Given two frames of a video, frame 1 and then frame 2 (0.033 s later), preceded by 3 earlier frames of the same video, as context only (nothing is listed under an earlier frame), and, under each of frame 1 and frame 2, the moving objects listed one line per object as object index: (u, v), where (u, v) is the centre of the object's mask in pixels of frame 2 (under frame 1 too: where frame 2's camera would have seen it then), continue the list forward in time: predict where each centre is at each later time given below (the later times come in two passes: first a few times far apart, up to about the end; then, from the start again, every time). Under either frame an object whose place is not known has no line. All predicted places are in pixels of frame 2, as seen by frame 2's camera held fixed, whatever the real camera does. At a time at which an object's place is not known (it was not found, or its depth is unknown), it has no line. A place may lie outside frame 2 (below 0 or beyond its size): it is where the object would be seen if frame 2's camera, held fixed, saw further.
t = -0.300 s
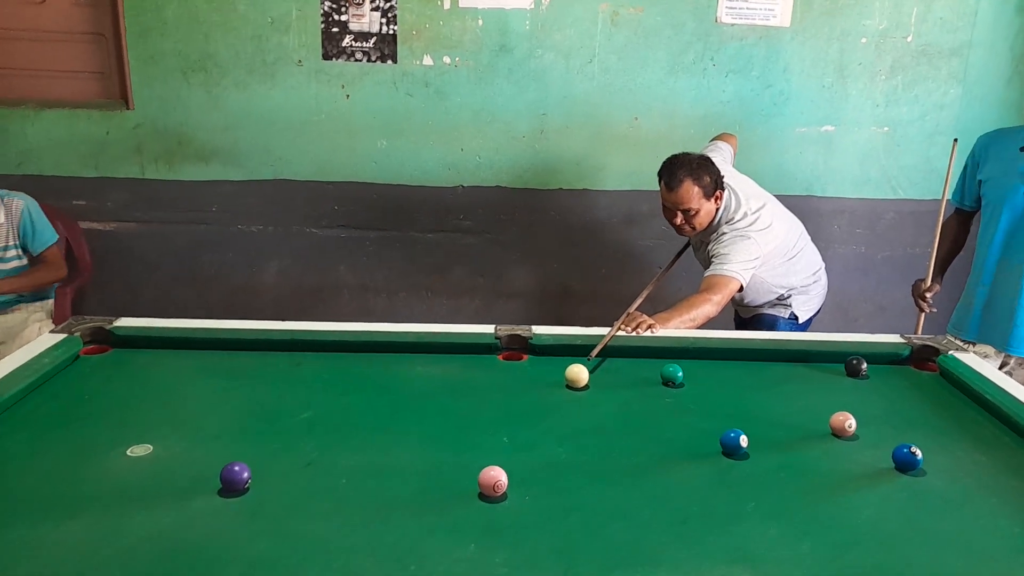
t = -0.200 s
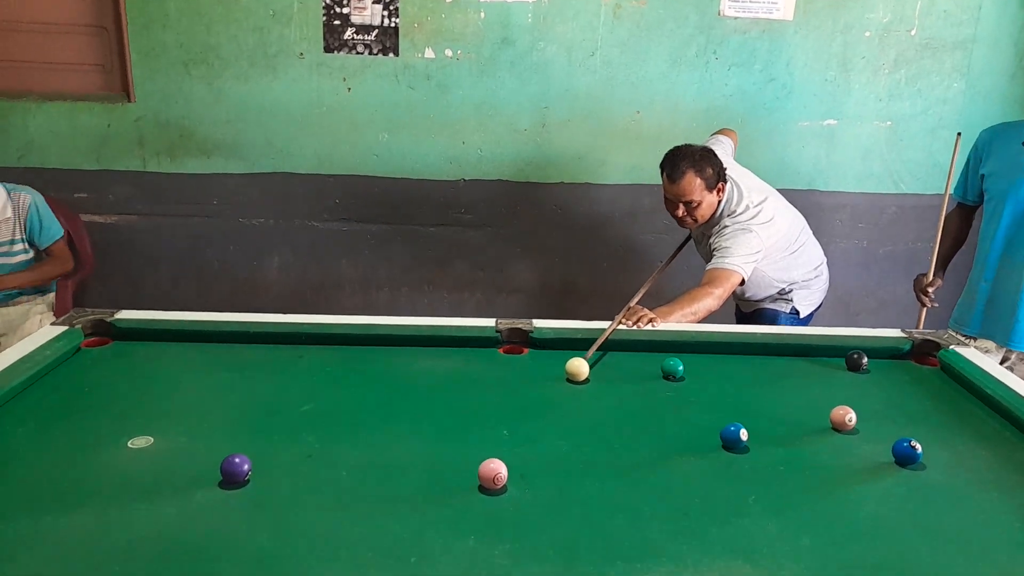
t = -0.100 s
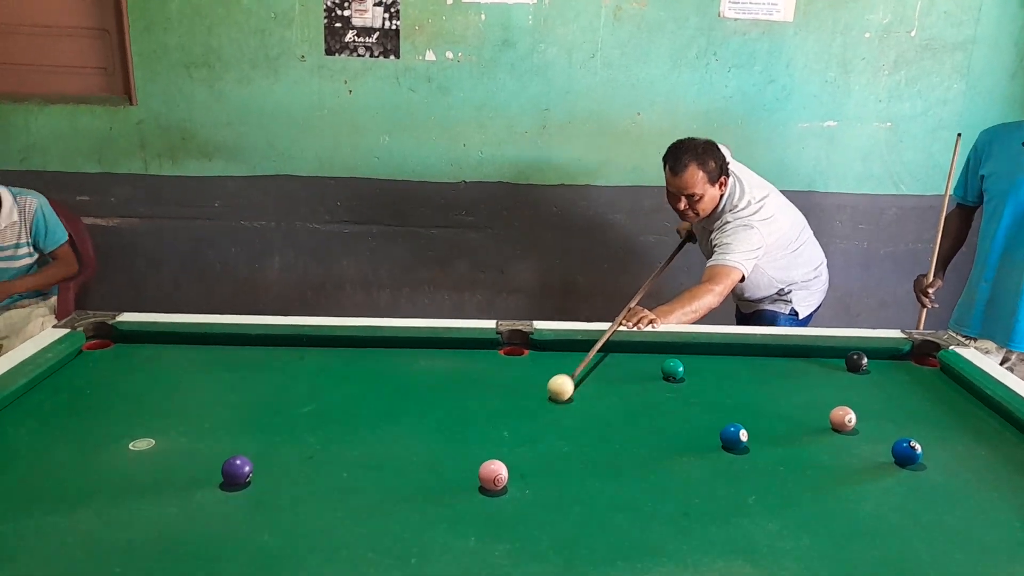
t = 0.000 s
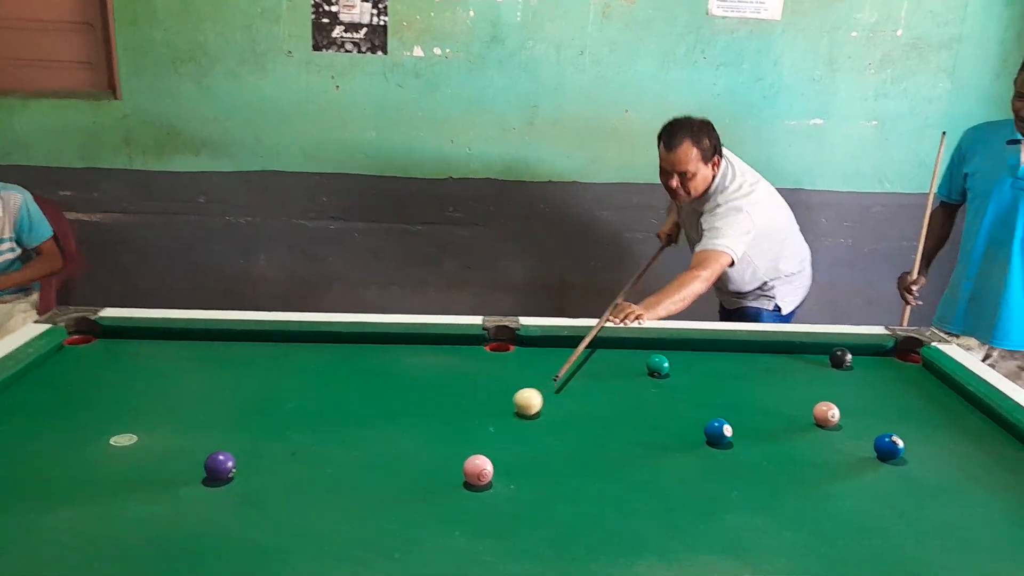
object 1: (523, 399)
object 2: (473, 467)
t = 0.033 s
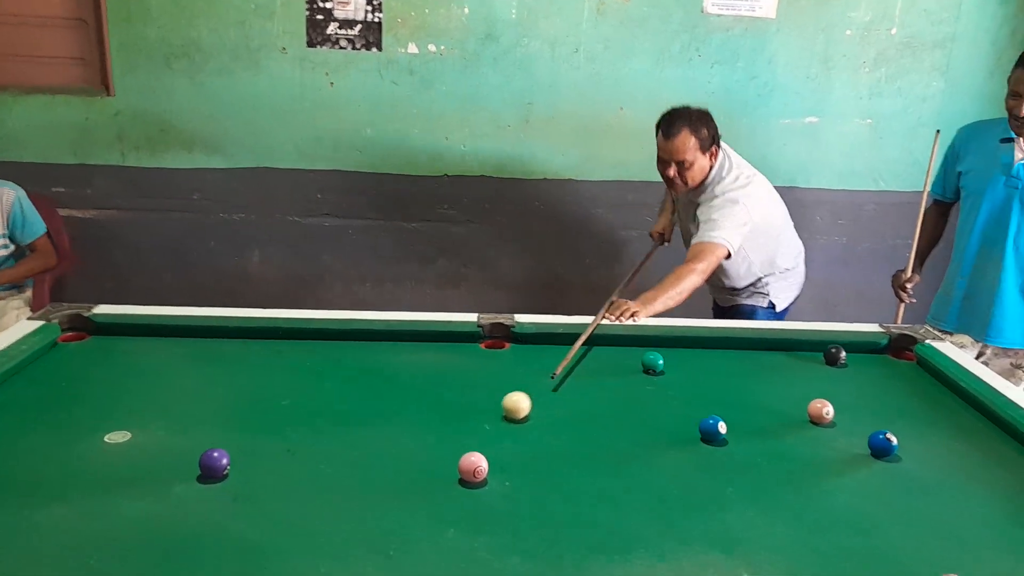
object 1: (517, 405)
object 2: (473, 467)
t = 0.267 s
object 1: (461, 451)
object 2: (474, 475)
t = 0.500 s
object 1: (394, 476)
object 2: (477, 524)
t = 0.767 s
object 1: (311, 506)
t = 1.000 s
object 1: (231, 533)
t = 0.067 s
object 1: (509, 412)
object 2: (473, 467)
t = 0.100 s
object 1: (502, 419)
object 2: (473, 467)
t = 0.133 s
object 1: (495, 426)
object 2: (473, 467)
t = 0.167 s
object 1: (487, 434)
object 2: (473, 467)
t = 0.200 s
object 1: (480, 439)
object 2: (473, 467)
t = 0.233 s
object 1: (471, 445)
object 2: (473, 467)
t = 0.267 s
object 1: (461, 451)
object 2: (474, 475)
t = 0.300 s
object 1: (453, 455)
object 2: (474, 482)
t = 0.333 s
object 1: (443, 458)
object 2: (475, 489)
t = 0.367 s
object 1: (433, 462)
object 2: (475, 496)
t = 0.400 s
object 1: (424, 465)
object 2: (476, 502)
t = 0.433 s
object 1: (414, 469)
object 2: (476, 509)
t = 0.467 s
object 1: (404, 473)
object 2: (477, 517)
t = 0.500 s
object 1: (394, 476)
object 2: (477, 524)
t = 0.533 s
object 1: (384, 480)
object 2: (478, 532)
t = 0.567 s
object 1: (374, 484)
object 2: (479, 539)
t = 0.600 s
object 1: (363, 487)
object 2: (479, 547)
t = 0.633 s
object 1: (353, 491)
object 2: (480, 555)
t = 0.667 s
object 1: (343, 495)
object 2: (480, 563)
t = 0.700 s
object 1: (332, 498)
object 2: (481, 567)
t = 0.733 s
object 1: (321, 502)
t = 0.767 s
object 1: (311, 506)
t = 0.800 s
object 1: (300, 510)
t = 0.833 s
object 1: (288, 513)
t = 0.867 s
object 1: (277, 518)
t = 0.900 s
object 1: (266, 522)
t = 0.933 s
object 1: (255, 526)
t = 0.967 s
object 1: (243, 530)
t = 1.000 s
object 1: (231, 533)
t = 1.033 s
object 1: (220, 537)
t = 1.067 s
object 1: (209, 540)
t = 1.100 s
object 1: (195, 546)
